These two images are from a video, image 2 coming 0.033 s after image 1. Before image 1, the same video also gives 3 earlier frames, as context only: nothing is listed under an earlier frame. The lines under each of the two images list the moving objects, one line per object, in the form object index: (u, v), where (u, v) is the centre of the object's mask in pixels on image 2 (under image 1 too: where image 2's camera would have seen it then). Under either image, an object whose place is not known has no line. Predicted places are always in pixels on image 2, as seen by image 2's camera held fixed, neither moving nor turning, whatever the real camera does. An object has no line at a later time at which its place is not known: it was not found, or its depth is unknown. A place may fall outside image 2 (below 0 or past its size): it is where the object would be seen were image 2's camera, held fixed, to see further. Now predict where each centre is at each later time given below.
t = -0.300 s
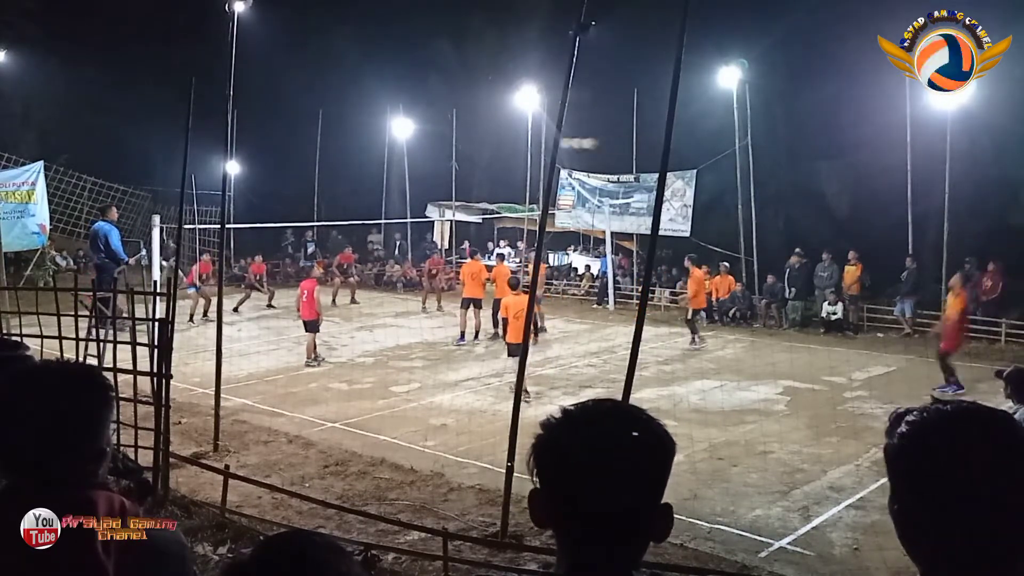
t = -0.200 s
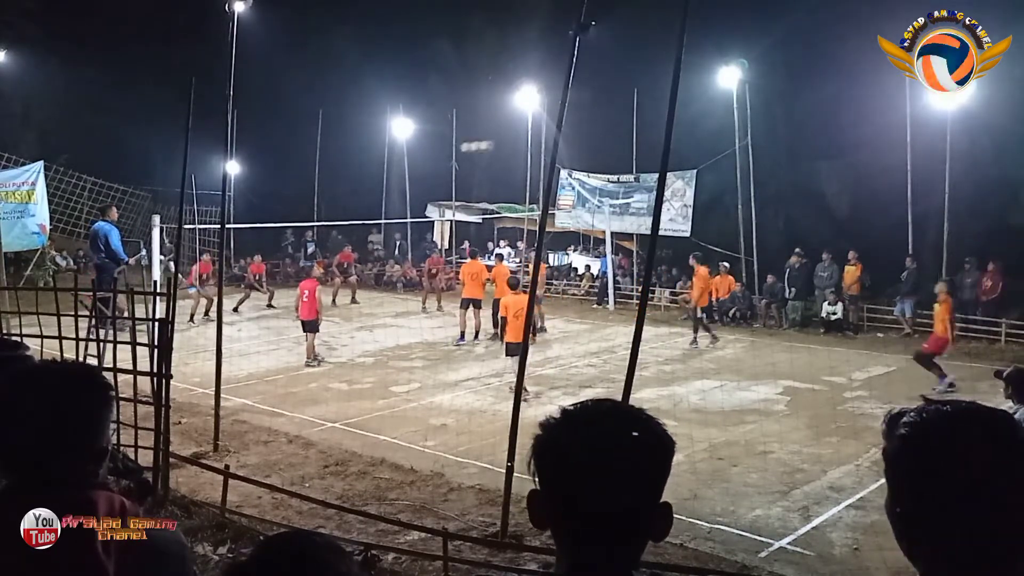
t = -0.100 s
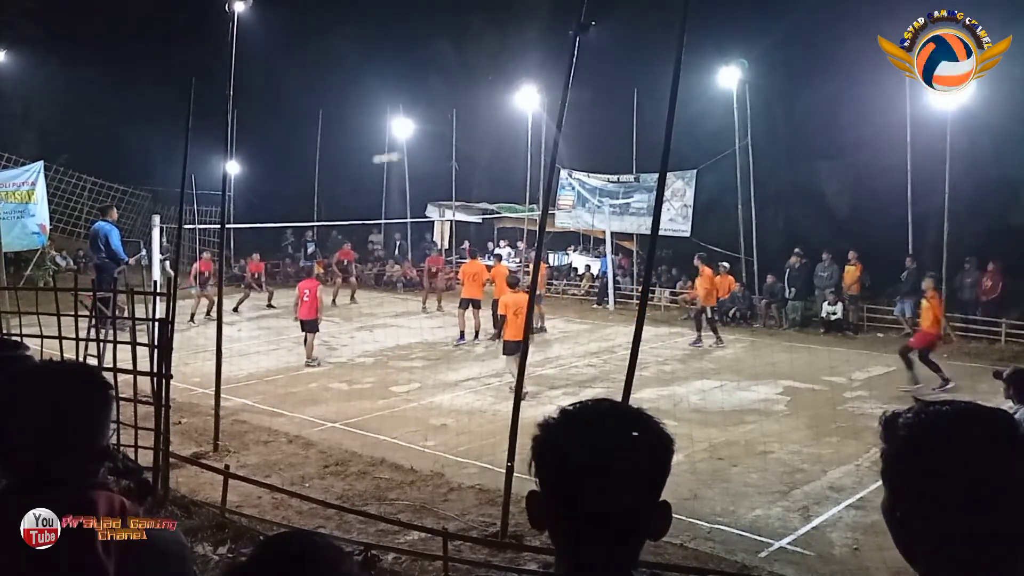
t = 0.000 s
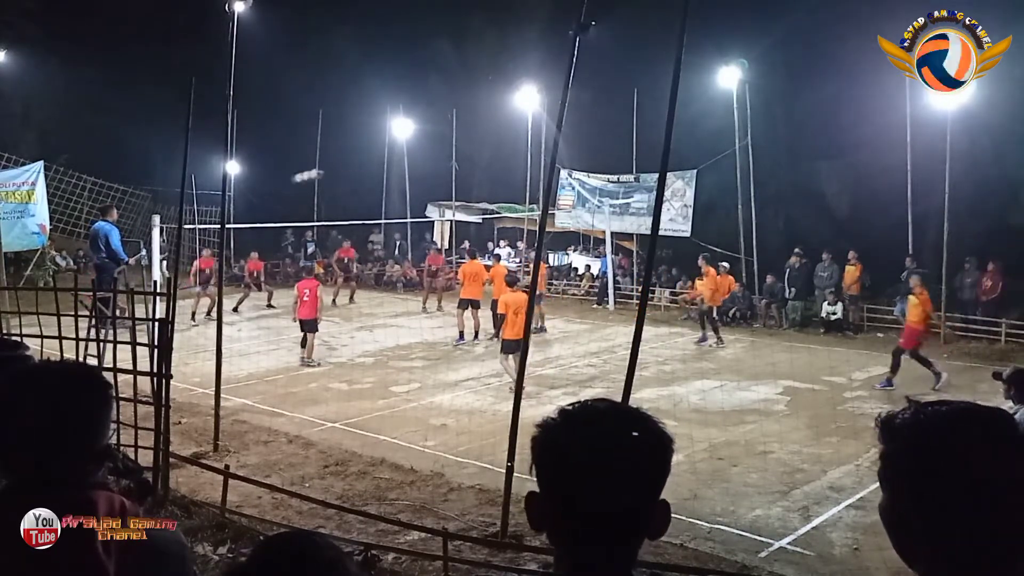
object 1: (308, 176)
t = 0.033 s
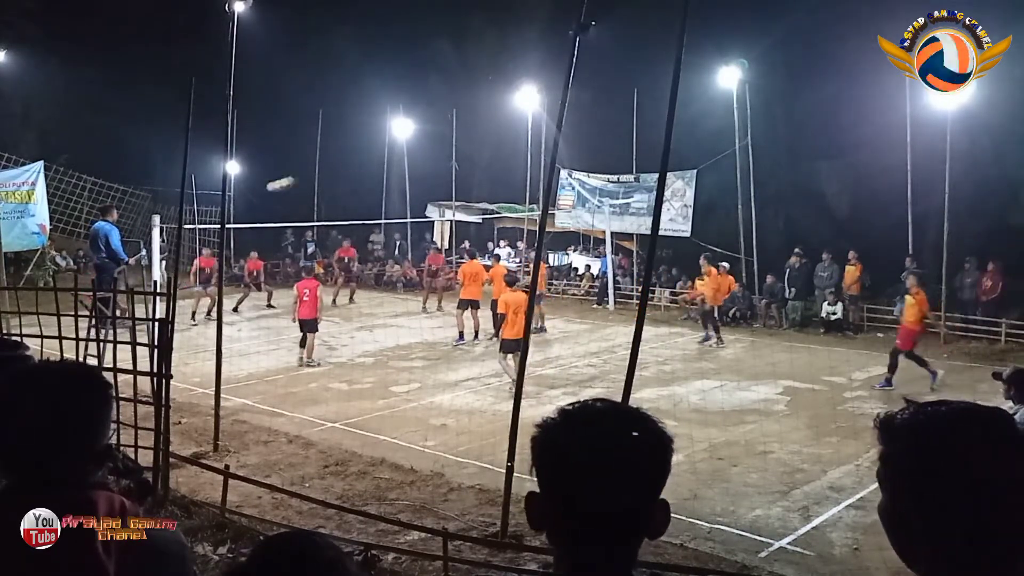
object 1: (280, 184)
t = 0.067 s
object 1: (259, 191)
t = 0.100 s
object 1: (238, 198)
